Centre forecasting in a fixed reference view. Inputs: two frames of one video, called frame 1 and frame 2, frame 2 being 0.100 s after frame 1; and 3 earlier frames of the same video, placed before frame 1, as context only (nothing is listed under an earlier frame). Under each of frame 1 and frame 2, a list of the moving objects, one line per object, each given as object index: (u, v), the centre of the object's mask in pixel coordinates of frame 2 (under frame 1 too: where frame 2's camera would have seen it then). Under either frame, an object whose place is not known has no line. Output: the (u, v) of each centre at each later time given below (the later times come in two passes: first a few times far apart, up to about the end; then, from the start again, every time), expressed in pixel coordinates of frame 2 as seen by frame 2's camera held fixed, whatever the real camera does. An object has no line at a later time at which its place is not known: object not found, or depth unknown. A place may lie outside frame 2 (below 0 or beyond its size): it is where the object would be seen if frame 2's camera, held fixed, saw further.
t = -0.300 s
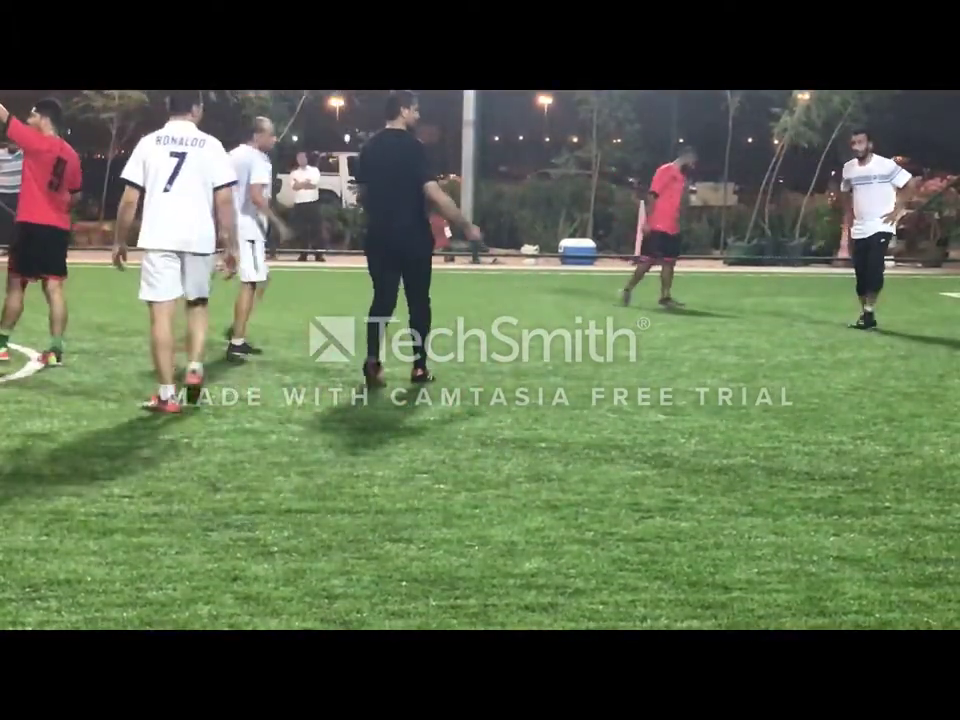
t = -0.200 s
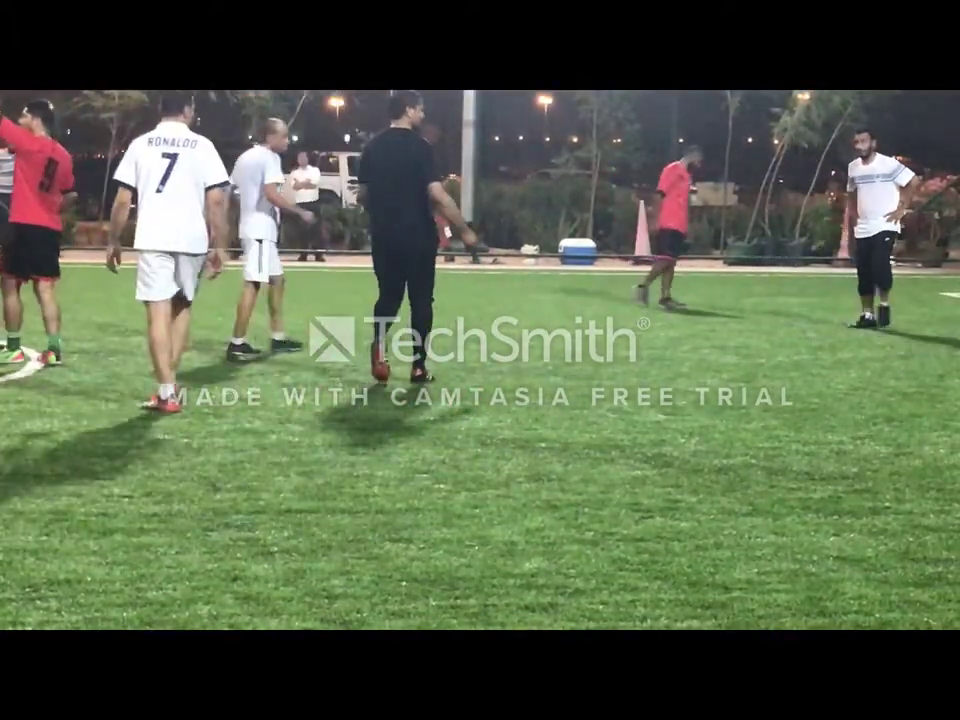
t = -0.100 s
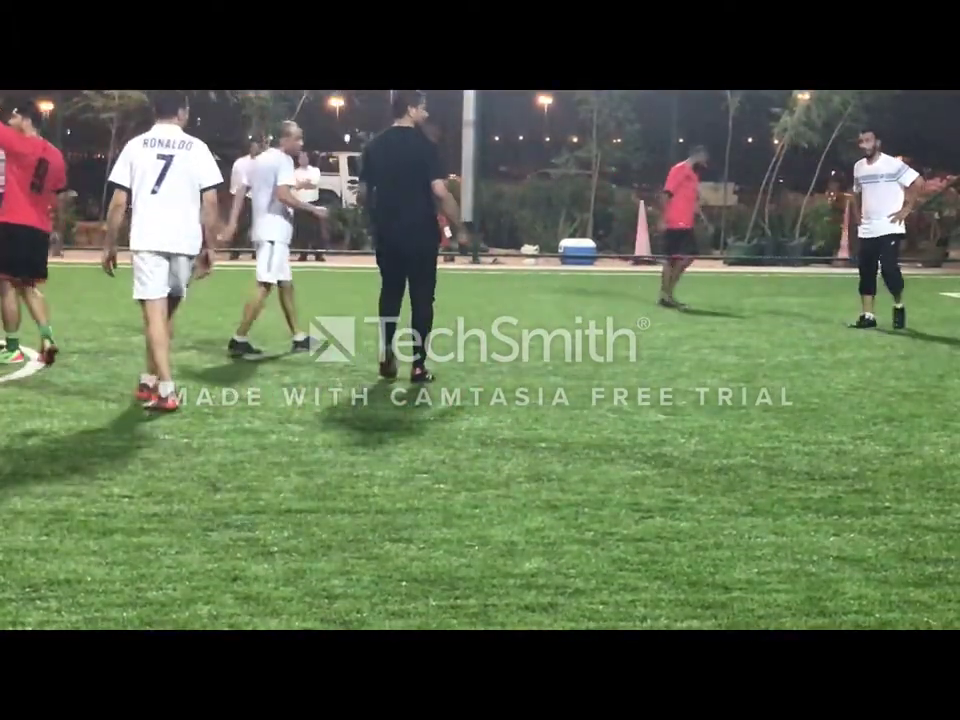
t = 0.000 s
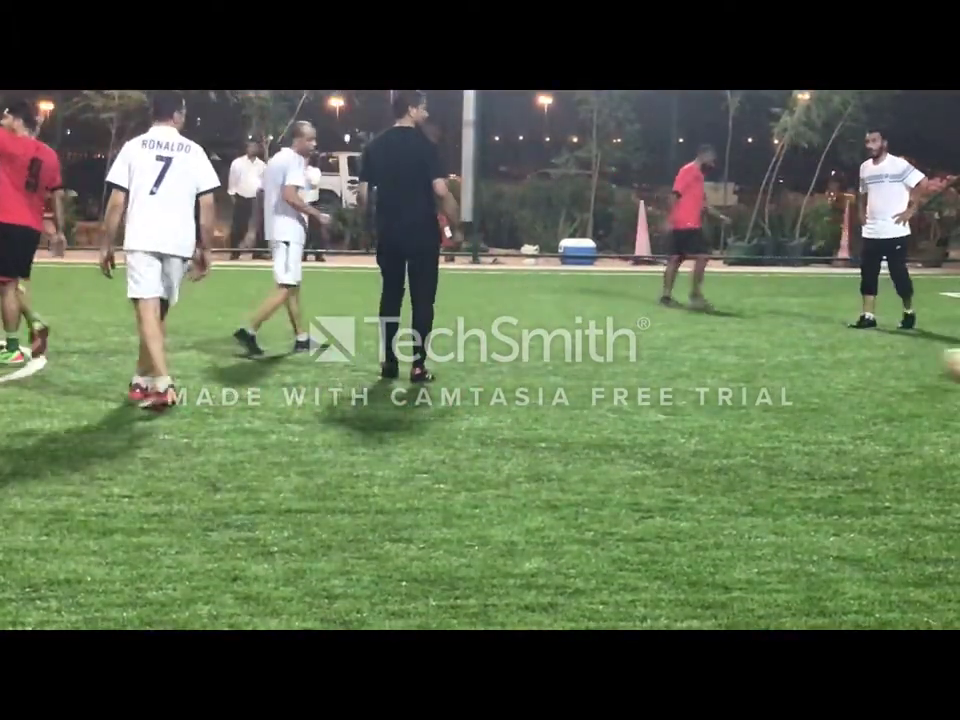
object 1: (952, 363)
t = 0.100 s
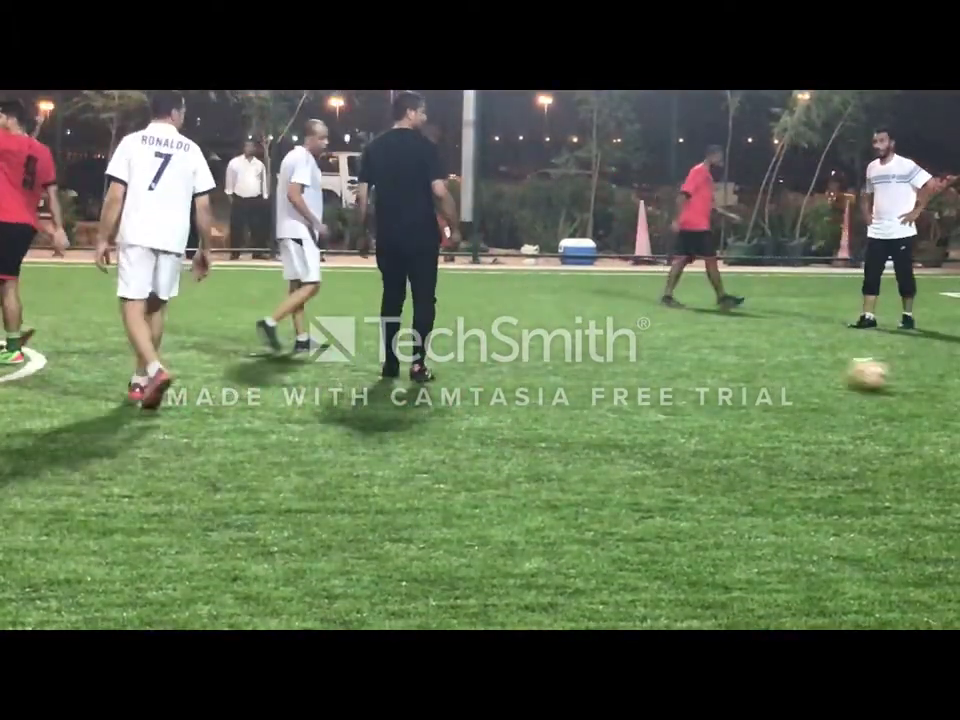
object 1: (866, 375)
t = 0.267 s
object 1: (718, 352)
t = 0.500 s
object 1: (527, 347)
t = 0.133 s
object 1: (836, 368)
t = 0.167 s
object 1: (808, 360)
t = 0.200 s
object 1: (777, 356)
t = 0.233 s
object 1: (747, 353)
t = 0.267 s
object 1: (718, 352)
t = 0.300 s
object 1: (690, 352)
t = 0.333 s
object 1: (661, 355)
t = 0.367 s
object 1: (634, 359)
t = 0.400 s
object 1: (605, 364)
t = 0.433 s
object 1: (579, 357)
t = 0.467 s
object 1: (551, 352)
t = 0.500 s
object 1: (527, 347)
